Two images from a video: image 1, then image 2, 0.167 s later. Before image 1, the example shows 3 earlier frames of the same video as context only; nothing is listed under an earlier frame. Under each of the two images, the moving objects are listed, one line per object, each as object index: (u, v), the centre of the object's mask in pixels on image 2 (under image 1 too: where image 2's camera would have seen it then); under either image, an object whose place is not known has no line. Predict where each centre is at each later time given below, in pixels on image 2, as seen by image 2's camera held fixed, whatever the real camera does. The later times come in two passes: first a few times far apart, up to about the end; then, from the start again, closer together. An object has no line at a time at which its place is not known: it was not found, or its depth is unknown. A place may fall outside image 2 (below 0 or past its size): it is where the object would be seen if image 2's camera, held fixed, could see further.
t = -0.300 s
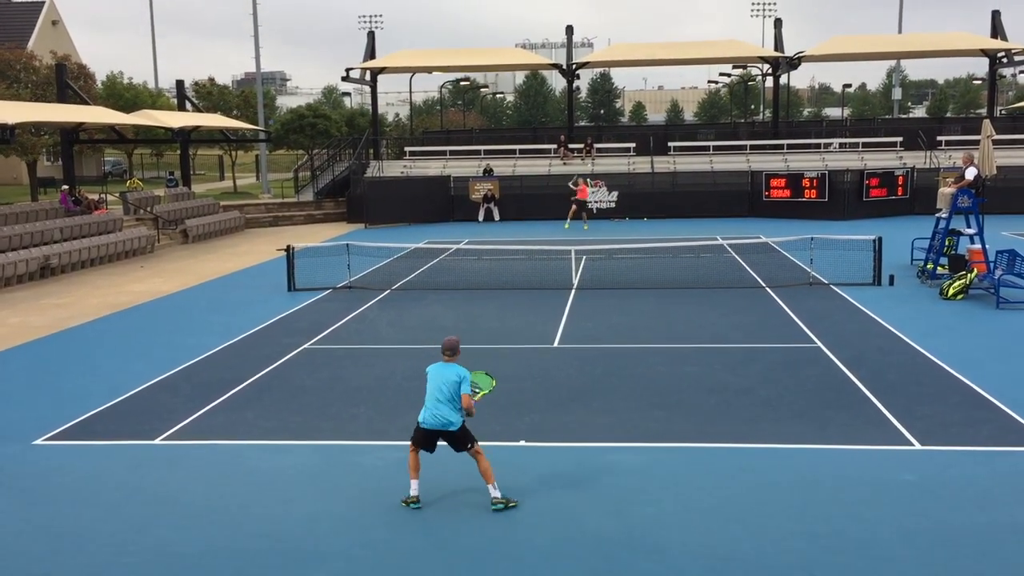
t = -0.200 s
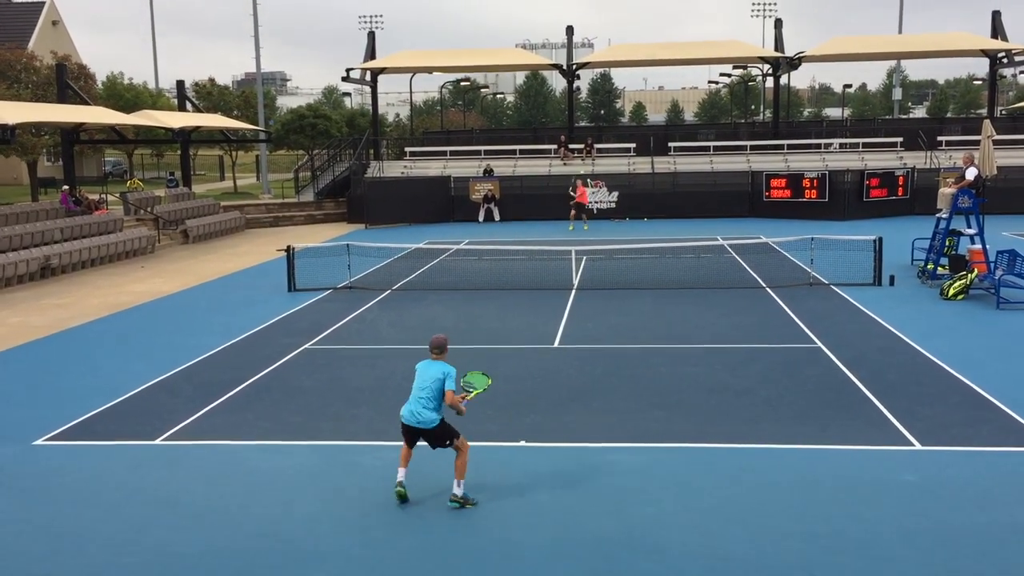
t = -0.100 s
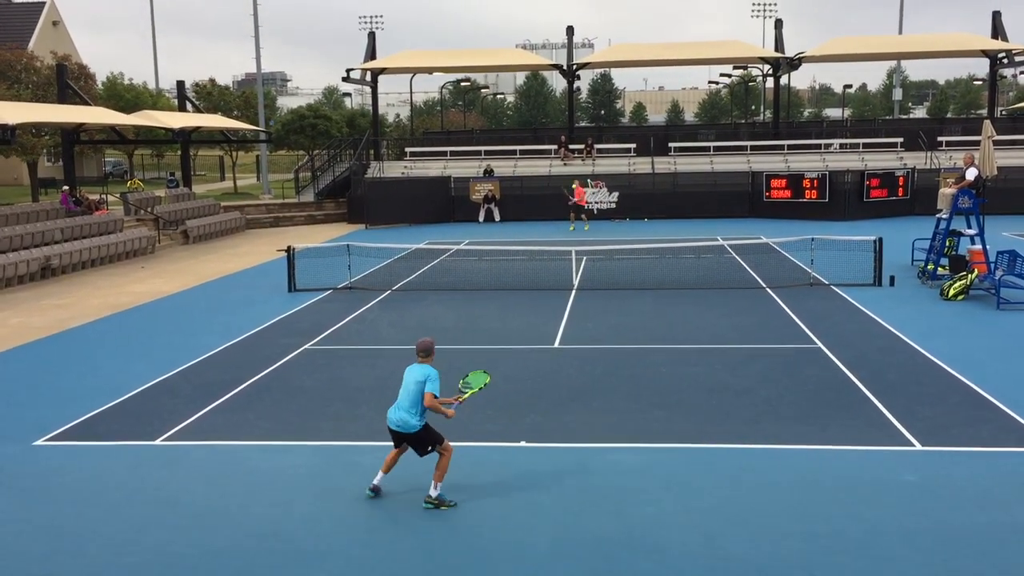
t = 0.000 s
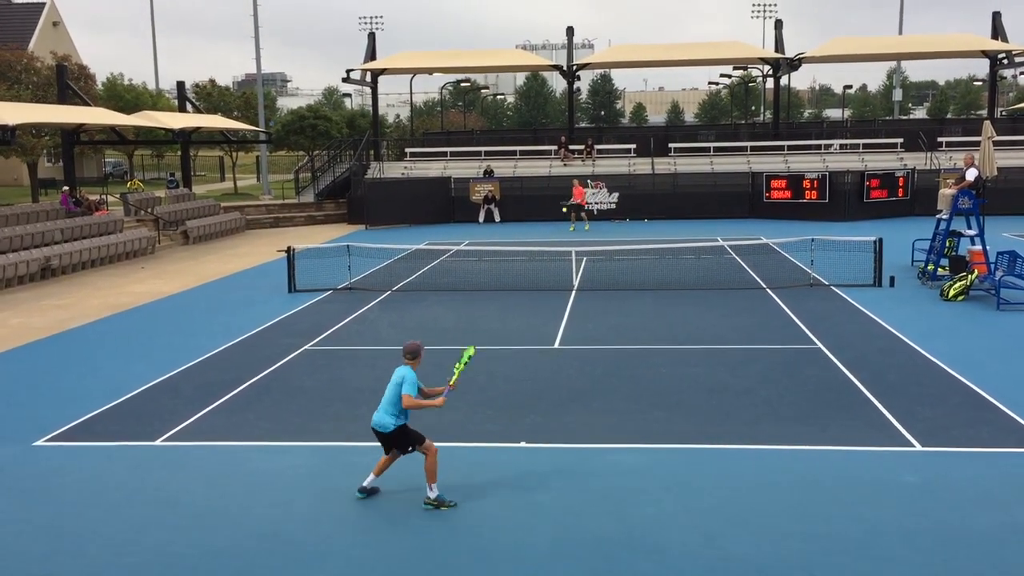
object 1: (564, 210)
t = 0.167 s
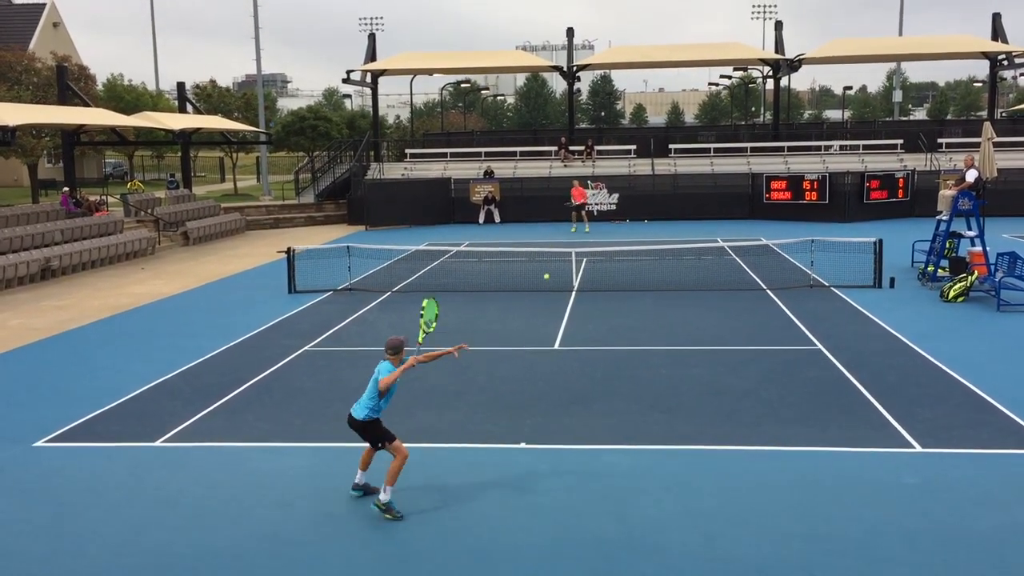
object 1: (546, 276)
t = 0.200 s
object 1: (542, 295)
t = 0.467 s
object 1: (495, 380)
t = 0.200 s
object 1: (542, 295)
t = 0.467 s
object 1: (495, 380)
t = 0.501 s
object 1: (488, 374)
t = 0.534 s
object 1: (480, 367)
